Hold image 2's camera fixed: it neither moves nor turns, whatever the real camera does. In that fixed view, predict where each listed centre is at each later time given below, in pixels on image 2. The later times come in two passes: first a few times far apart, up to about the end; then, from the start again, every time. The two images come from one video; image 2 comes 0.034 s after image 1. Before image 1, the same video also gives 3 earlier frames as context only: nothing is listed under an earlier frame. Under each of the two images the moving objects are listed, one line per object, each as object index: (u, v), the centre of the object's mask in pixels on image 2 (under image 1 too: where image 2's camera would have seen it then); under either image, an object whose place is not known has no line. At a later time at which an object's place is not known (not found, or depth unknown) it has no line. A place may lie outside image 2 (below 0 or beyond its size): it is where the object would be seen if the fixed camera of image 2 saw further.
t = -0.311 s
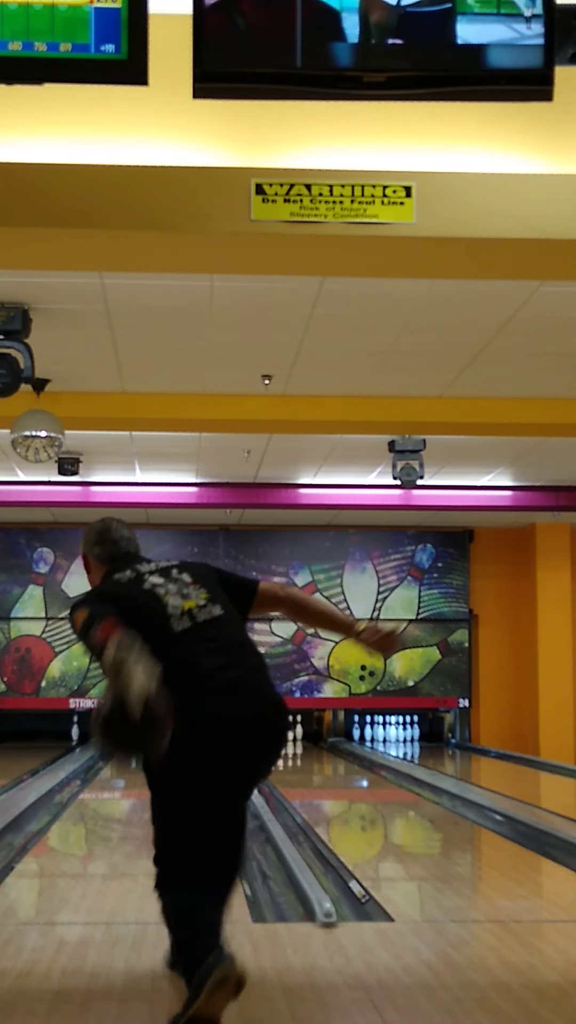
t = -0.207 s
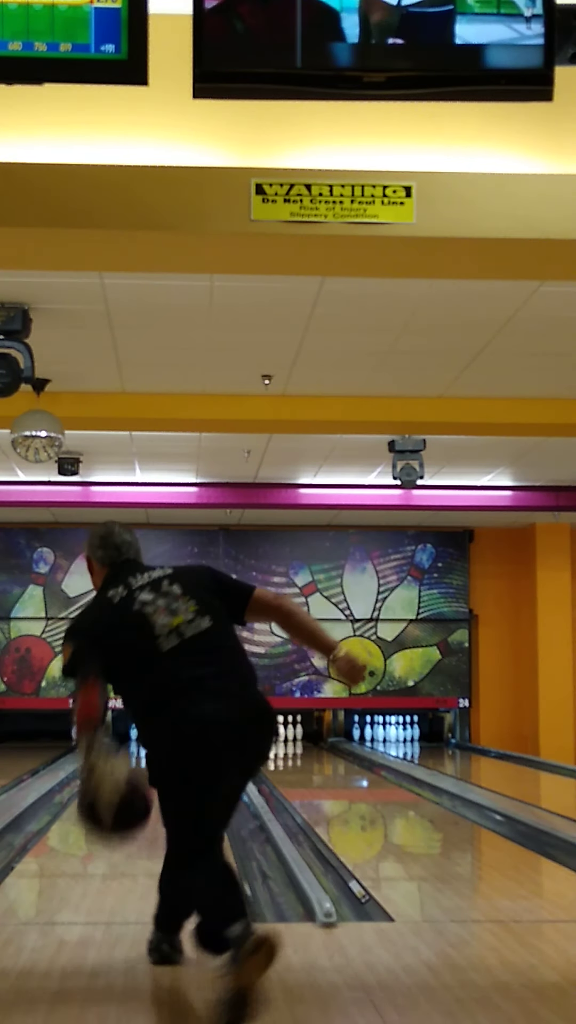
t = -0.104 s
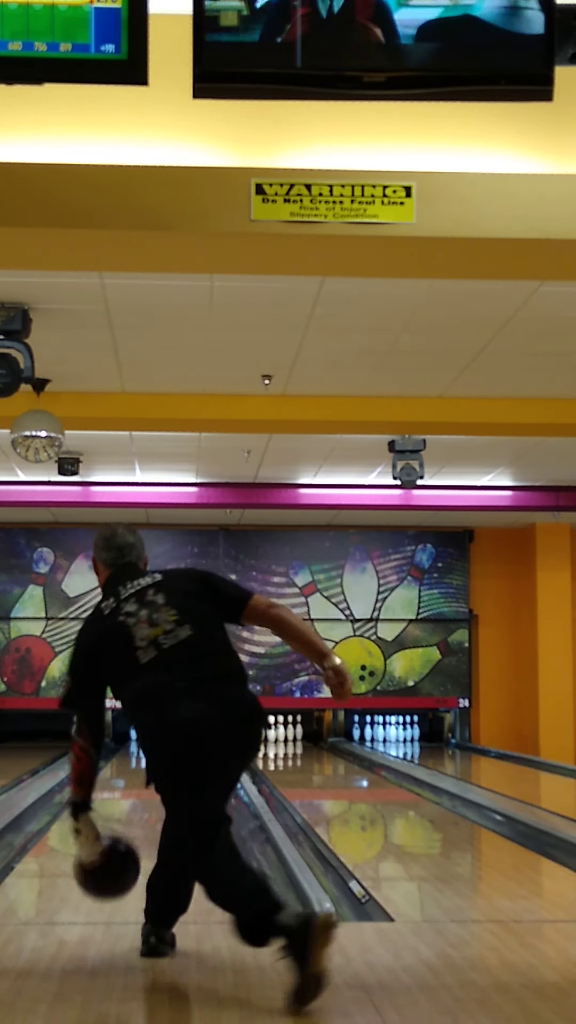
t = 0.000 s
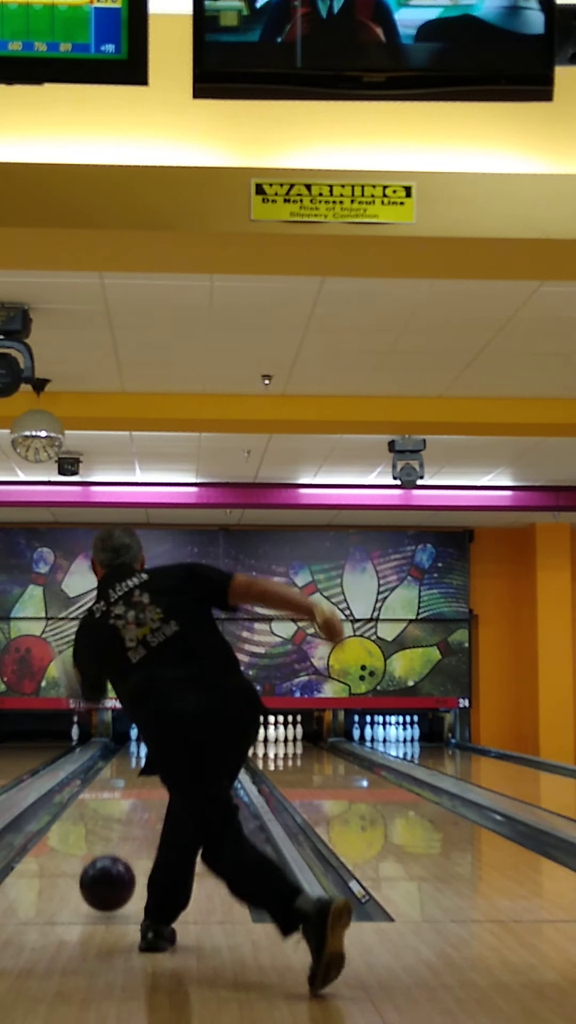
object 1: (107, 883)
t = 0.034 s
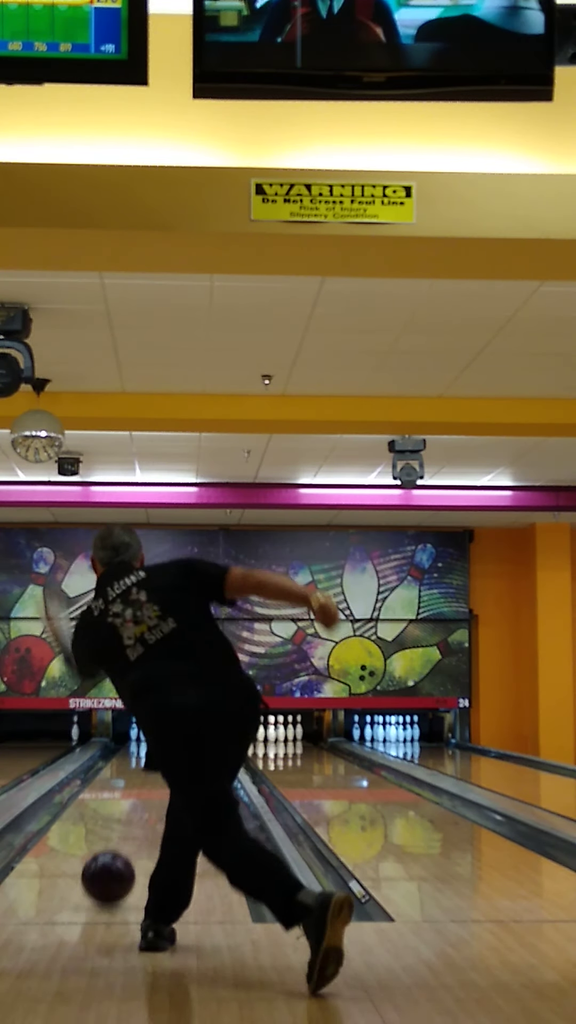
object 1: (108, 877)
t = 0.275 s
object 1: (113, 838)
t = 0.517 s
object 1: (117, 812)
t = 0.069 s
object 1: (109, 869)
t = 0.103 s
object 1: (110, 864)
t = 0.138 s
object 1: (110, 860)
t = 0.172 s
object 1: (111, 854)
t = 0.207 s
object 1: (112, 848)
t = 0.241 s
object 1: (112, 844)
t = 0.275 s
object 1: (113, 838)
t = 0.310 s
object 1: (114, 834)
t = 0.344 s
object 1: (114, 830)
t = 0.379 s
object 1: (115, 826)
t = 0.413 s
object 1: (116, 822)
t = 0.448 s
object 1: (116, 819)
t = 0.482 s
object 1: (116, 816)
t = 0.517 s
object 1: (117, 812)
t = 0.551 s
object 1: (118, 809)
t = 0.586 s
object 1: (118, 806)
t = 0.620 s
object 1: (119, 803)
